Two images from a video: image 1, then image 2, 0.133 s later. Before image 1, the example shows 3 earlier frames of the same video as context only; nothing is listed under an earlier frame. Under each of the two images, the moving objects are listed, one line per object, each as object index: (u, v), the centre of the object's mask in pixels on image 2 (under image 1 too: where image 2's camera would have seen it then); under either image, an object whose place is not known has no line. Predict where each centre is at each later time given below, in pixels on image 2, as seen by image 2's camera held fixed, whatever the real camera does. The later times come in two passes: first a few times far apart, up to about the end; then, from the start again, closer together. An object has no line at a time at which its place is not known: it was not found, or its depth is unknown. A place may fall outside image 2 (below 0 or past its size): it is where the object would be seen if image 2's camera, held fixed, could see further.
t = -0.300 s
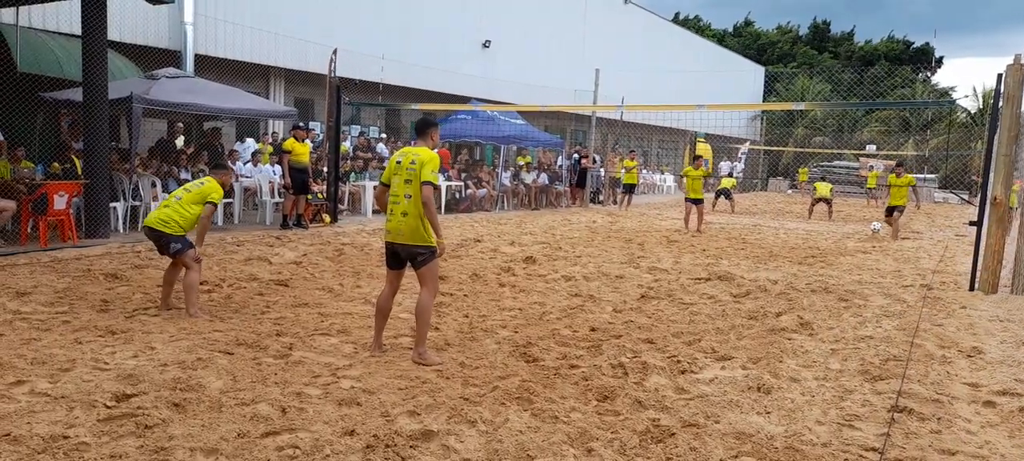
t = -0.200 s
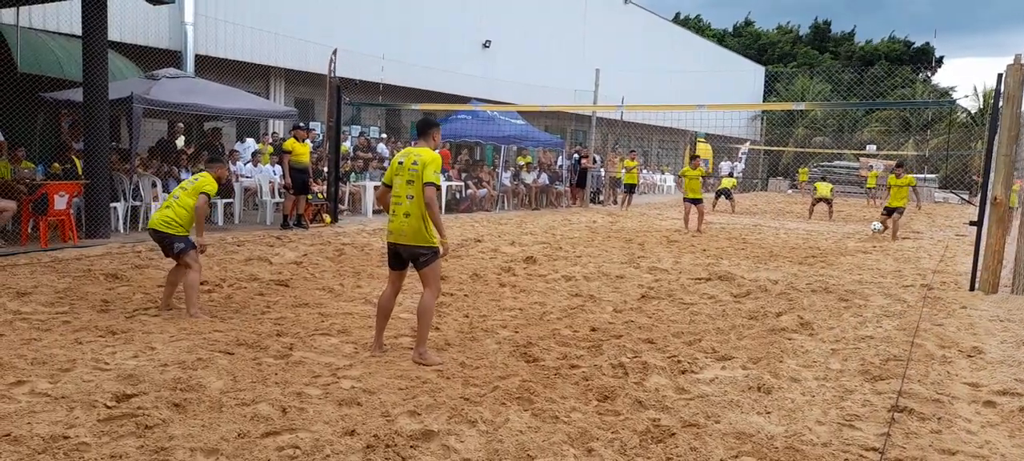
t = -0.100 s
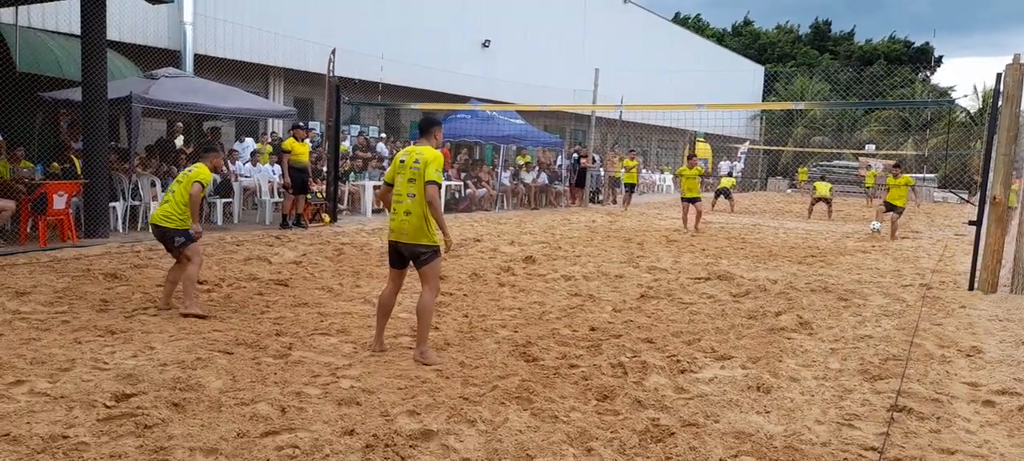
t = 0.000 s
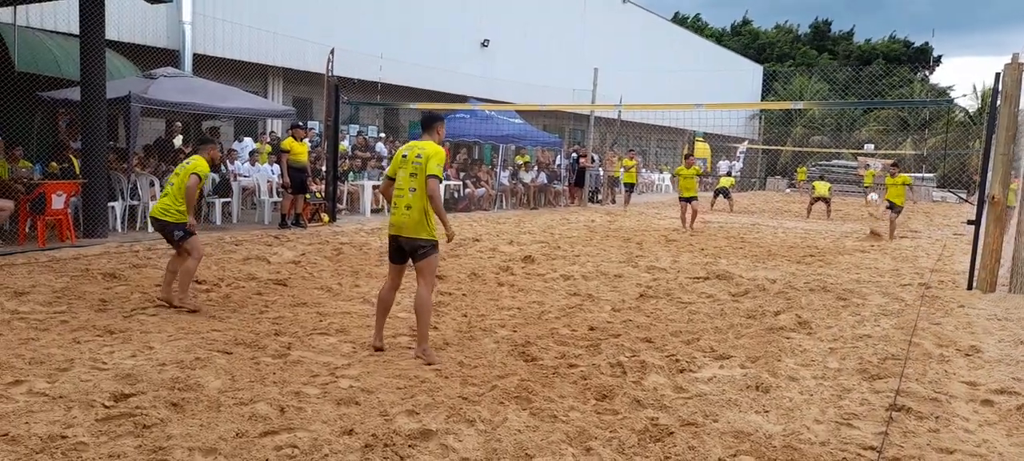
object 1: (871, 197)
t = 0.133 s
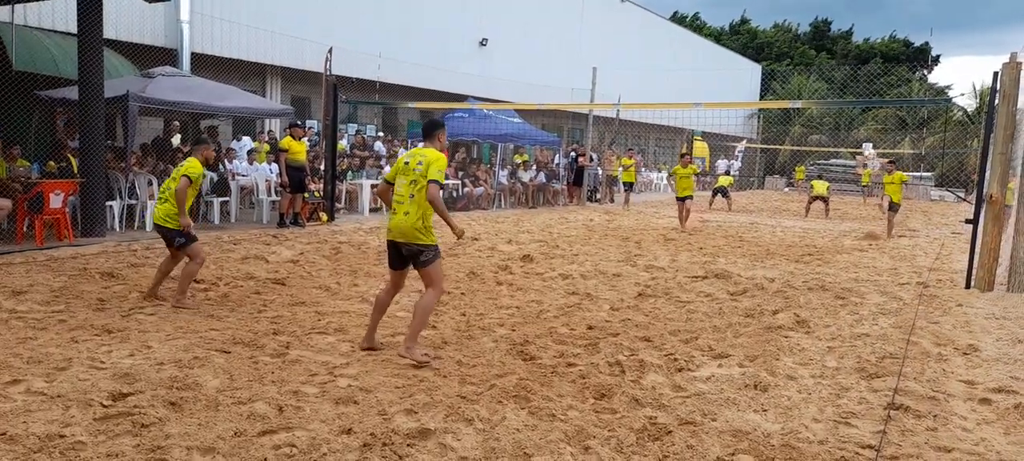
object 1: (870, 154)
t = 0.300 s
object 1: (866, 109)
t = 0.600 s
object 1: (861, 38)
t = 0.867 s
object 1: (842, 17)
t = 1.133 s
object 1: (796, 81)
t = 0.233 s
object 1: (868, 124)
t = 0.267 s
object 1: (867, 114)
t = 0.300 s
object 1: (866, 109)
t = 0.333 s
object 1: (866, 95)
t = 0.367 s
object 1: (866, 88)
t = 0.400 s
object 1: (865, 79)
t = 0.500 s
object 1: (863, 56)
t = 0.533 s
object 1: (862, 50)
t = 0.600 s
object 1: (861, 38)
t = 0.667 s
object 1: (859, 28)
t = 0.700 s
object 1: (857, 24)
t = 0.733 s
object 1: (854, 22)
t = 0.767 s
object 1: (851, 19)
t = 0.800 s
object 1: (848, 17)
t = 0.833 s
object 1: (845, 16)
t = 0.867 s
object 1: (842, 17)
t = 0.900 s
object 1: (837, 18)
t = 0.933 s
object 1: (832, 22)
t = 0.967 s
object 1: (827, 26)
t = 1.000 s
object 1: (822, 33)
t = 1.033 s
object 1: (816, 42)
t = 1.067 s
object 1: (810, 52)
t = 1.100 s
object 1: (803, 65)
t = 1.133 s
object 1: (796, 81)
